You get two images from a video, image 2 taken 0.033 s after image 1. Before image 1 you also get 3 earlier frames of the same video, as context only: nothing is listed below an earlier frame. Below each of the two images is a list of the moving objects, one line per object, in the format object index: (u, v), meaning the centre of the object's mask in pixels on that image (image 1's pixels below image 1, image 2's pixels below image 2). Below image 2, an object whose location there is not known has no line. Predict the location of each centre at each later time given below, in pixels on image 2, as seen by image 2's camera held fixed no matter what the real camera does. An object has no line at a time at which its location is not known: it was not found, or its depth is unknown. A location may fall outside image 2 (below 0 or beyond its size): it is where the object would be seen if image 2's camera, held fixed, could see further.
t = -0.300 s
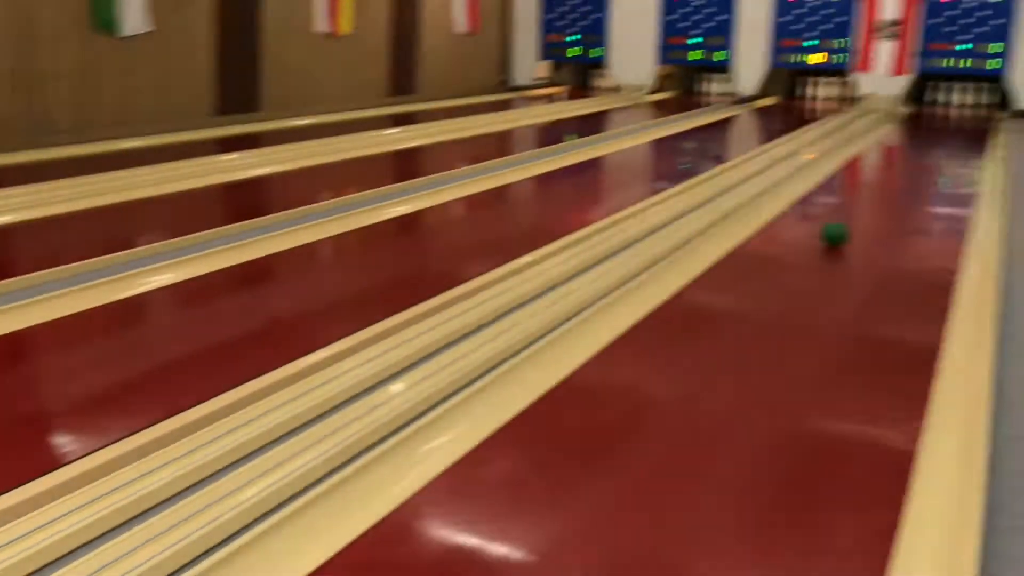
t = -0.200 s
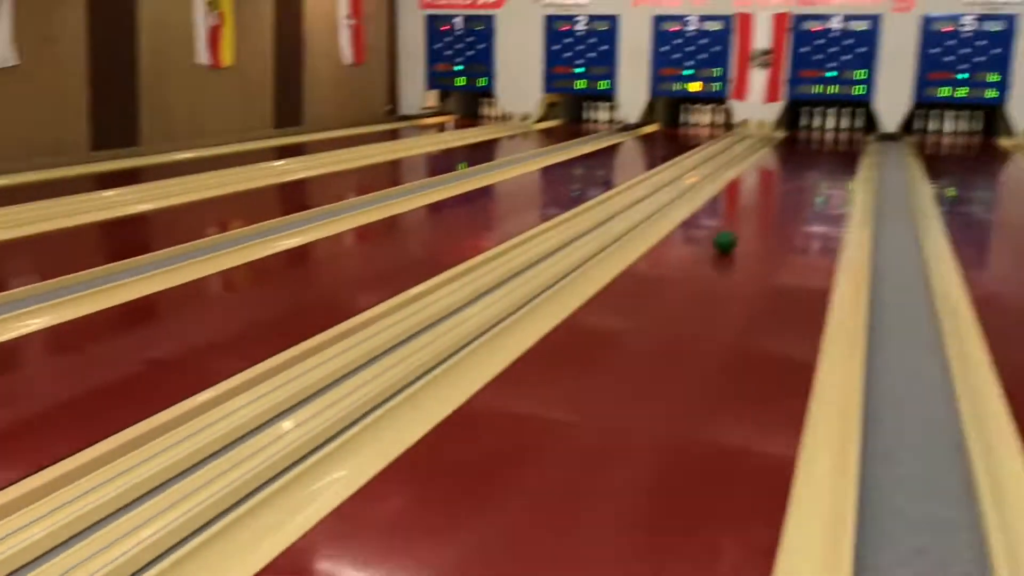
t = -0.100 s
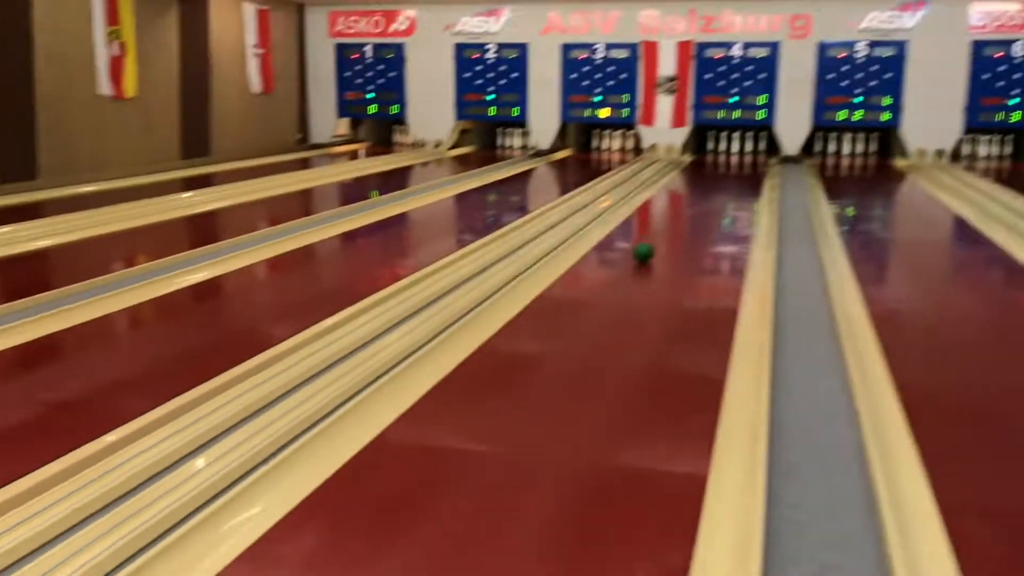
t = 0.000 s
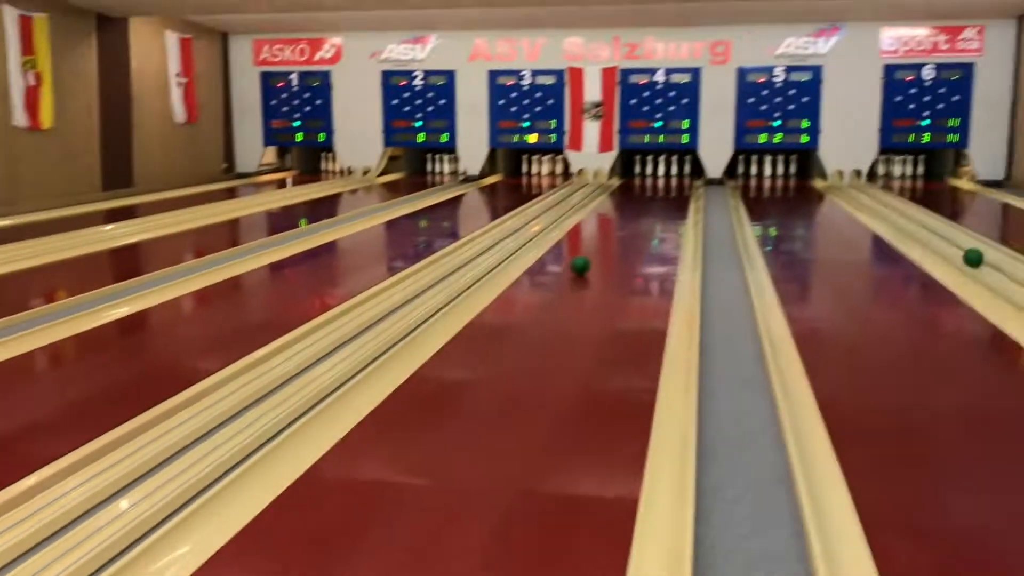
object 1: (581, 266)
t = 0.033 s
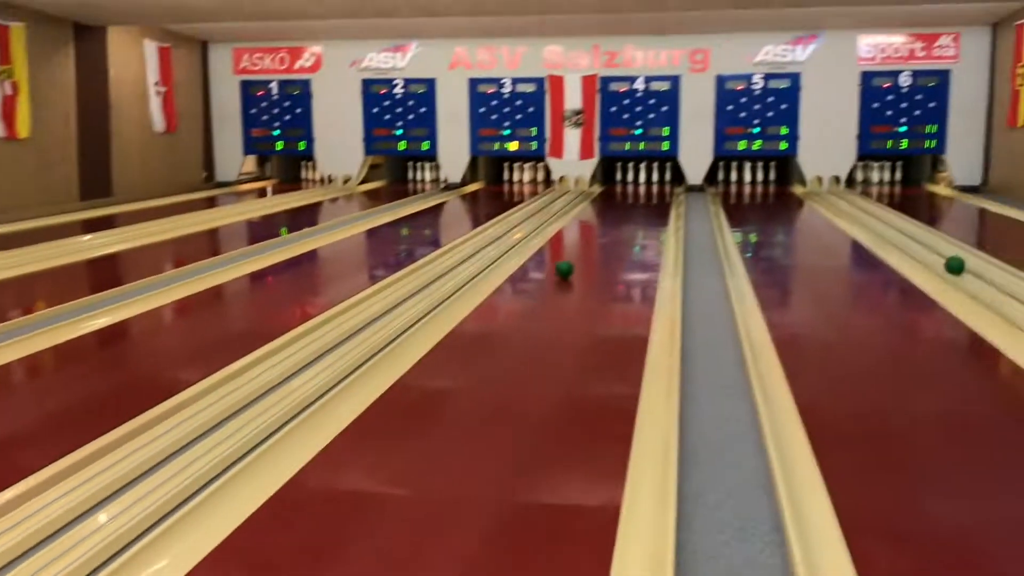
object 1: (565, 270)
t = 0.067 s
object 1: (566, 267)
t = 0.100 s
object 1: (566, 265)
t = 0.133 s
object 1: (567, 264)
